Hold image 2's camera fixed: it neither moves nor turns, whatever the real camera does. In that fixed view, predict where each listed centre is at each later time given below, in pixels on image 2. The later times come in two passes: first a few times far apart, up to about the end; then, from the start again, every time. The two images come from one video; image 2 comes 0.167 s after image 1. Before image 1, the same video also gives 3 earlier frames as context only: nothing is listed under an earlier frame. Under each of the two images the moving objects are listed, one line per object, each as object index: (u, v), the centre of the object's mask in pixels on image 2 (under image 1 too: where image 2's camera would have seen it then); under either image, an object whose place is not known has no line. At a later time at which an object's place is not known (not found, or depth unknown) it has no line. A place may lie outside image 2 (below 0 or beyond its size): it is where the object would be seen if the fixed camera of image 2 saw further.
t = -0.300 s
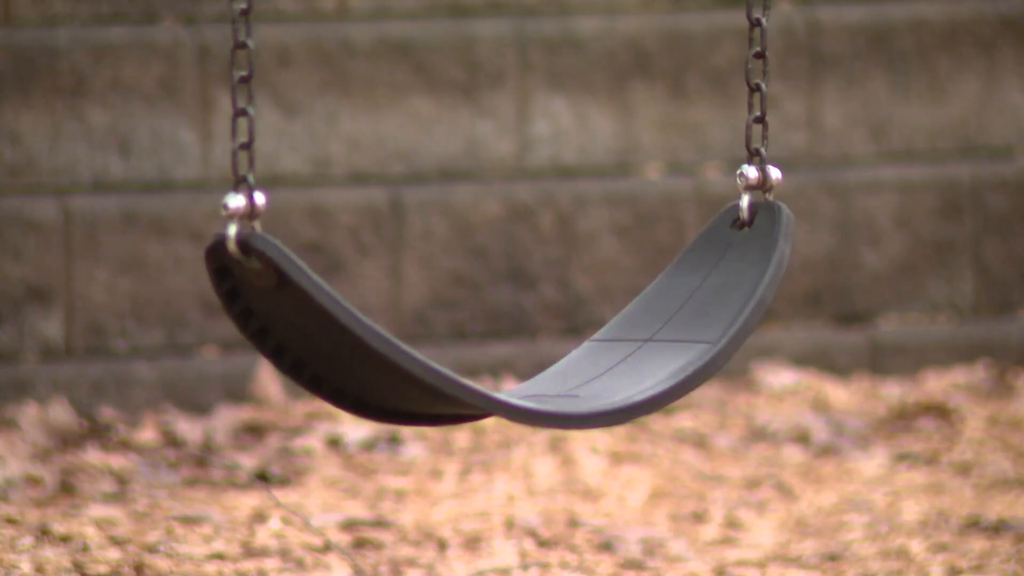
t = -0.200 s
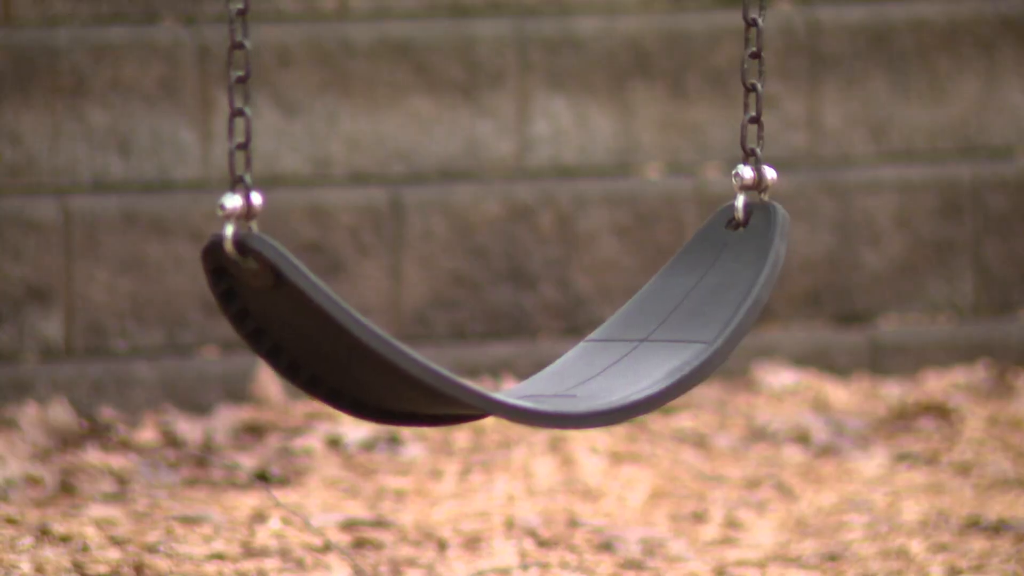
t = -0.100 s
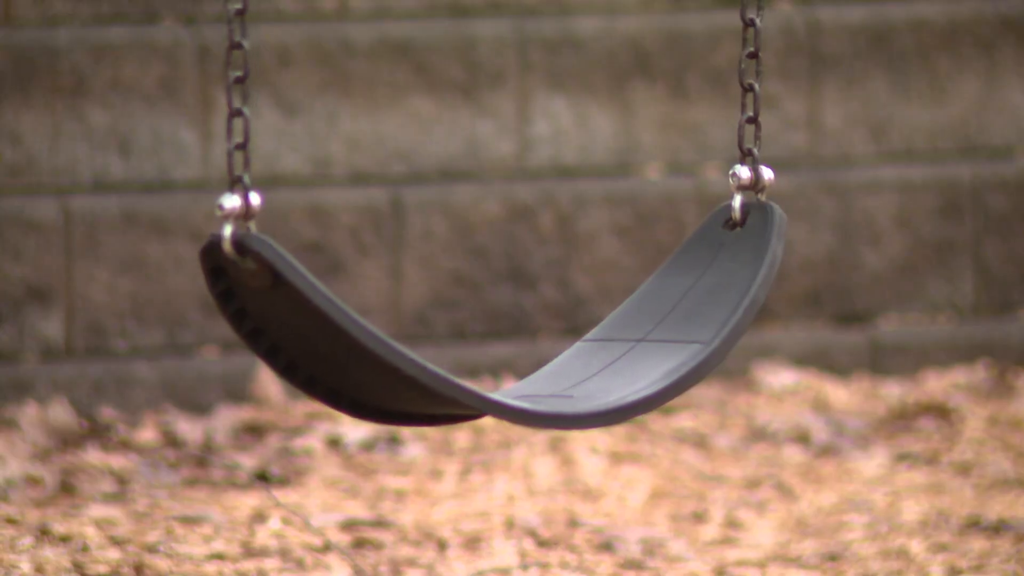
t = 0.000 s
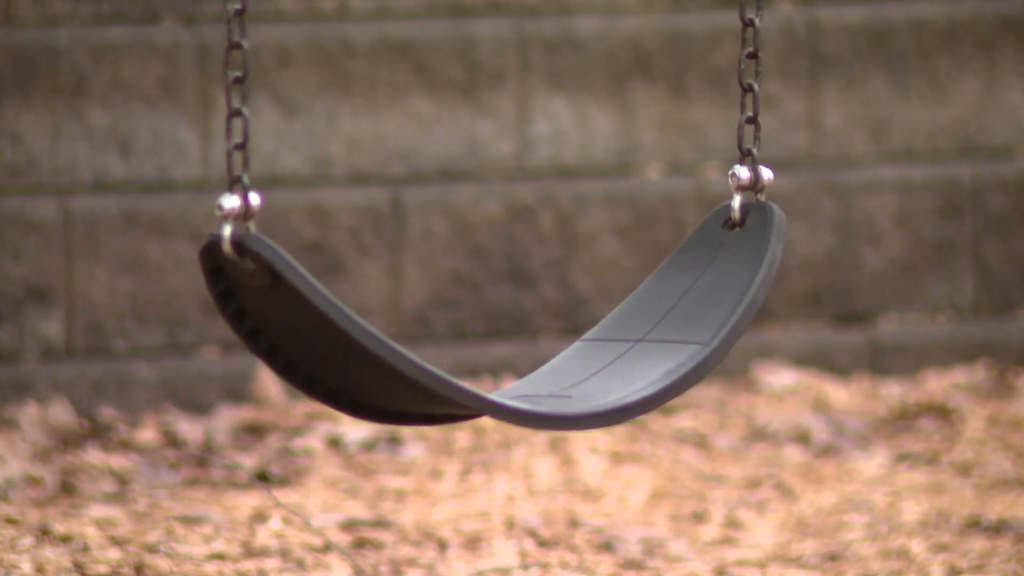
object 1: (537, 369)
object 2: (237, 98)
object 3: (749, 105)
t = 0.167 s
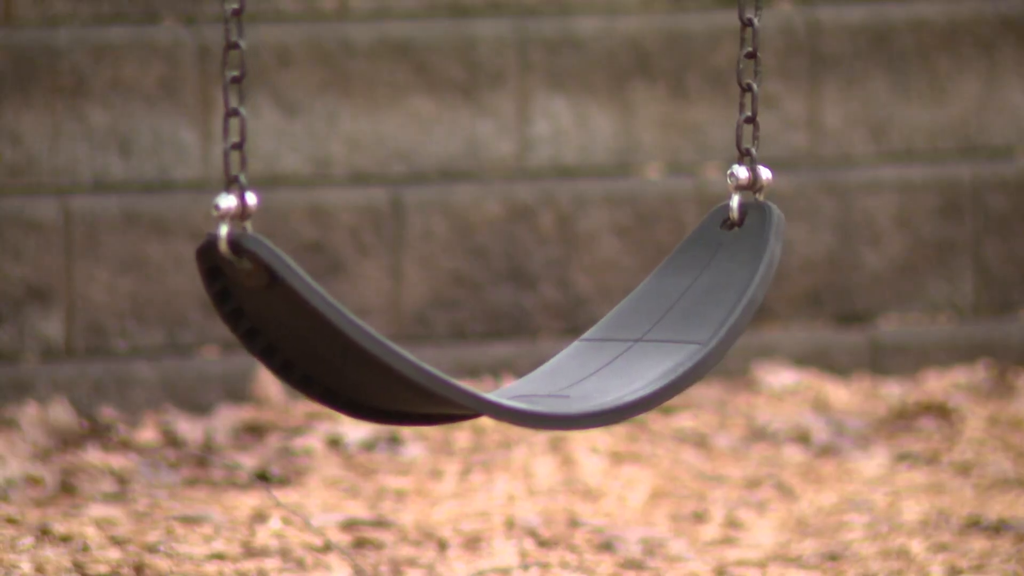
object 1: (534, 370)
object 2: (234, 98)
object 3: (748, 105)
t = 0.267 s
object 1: (529, 374)
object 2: (234, 98)
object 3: (748, 106)
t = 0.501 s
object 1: (535, 374)
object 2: (234, 99)
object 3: (753, 106)
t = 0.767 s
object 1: (542, 373)
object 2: (239, 98)
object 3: (762, 106)
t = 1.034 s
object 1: (552, 371)
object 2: (247, 97)
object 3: (768, 106)
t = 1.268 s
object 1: (556, 370)
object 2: (255, 97)
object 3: (773, 99)
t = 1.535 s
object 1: (557, 370)
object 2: (260, 97)
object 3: (774, 98)
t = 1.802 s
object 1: (557, 370)
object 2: (261, 97)
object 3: (772, 98)
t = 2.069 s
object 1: (556, 369)
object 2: (255, 97)
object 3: (770, 99)
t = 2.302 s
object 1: (549, 372)
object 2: (248, 97)
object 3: (767, 99)
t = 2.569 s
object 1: (545, 374)
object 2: (242, 97)
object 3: (765, 99)
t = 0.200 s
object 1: (530, 373)
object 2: (234, 98)
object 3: (748, 105)
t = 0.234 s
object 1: (533, 371)
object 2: (234, 98)
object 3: (748, 106)
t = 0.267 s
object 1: (529, 374)
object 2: (234, 98)
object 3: (748, 106)
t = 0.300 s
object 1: (534, 372)
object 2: (234, 99)
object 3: (749, 106)
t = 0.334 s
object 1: (529, 374)
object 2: (234, 99)
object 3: (749, 105)
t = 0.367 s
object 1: (534, 373)
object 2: (234, 99)
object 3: (750, 105)
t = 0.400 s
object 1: (533, 374)
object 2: (234, 99)
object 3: (751, 105)
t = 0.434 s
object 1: (528, 377)
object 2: (234, 99)
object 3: (751, 105)
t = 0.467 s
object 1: (529, 377)
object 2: (234, 99)
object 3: (752, 105)
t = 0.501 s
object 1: (535, 374)
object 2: (234, 99)
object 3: (753, 106)
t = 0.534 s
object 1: (535, 375)
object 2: (234, 98)
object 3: (754, 106)
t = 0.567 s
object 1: (536, 375)
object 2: (234, 98)
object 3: (755, 106)
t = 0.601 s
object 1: (534, 376)
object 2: (235, 98)
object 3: (756, 106)
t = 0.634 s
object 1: (541, 373)
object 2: (235, 98)
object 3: (757, 105)
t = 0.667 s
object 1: (542, 372)
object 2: (236, 98)
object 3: (758, 105)
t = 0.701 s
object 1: (542, 372)
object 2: (236, 98)
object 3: (760, 105)
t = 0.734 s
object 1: (542, 372)
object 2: (237, 98)
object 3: (761, 105)
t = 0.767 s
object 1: (542, 373)
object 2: (239, 98)
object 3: (762, 106)
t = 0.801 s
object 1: (547, 370)
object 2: (240, 98)
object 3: (764, 106)
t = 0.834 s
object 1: (547, 370)
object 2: (241, 97)
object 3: (765, 106)
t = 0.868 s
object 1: (544, 373)
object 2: (242, 97)
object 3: (765, 107)
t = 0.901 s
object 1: (544, 373)
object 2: (244, 97)
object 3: (767, 106)
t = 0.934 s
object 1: (544, 374)
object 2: (244, 97)
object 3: (767, 106)
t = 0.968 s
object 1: (552, 370)
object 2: (245, 97)
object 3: (767, 106)
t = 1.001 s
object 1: (554, 369)
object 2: (246, 97)
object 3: (768, 104)
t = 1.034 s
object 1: (552, 371)
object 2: (247, 97)
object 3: (768, 106)
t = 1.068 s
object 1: (551, 372)
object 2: (248, 97)
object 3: (769, 106)
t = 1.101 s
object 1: (552, 372)
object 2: (249, 97)
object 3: (770, 106)
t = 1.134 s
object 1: (555, 370)
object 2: (250, 97)
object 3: (770, 104)
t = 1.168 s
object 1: (556, 370)
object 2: (251, 96)
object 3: (771, 100)
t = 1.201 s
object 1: (556, 370)
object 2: (252, 97)
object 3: (772, 100)
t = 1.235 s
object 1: (557, 369)
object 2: (253, 98)
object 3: (772, 100)
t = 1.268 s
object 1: (556, 370)
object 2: (255, 97)
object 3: (773, 99)
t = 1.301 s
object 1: (557, 370)
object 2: (256, 97)
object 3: (773, 106)
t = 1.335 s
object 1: (557, 371)
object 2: (256, 97)
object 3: (774, 100)
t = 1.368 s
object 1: (557, 370)
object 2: (257, 97)
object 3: (773, 106)
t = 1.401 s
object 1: (559, 369)
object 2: (257, 98)
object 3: (774, 99)
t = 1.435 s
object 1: (558, 370)
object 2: (258, 97)
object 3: (773, 106)
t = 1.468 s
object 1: (557, 370)
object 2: (259, 97)
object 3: (773, 106)
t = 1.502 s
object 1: (557, 370)
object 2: (260, 96)
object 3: (774, 98)
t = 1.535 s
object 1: (557, 370)
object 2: (260, 97)
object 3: (774, 98)
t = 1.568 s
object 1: (557, 369)
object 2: (261, 97)
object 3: (773, 106)
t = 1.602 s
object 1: (556, 370)
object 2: (262, 96)
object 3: (774, 98)
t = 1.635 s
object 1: (557, 369)
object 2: (262, 97)
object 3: (773, 106)
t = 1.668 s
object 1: (556, 369)
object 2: (262, 97)
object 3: (773, 99)
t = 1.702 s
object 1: (557, 369)
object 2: (262, 97)
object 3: (773, 98)
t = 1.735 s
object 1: (558, 369)
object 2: (262, 97)
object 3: (772, 106)
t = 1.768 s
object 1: (557, 369)
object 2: (262, 97)
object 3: (773, 99)
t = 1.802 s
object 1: (557, 370)
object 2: (261, 97)
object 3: (772, 98)
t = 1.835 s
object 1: (556, 370)
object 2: (260, 97)
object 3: (771, 106)
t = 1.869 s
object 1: (557, 370)
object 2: (260, 97)
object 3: (771, 100)
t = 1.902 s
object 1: (557, 370)
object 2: (259, 97)
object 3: (771, 99)
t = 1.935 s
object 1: (557, 370)
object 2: (258, 97)
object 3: (771, 100)
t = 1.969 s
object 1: (558, 370)
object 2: (257, 97)
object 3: (771, 98)
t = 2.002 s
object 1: (558, 370)
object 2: (257, 97)
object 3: (770, 105)
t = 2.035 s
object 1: (557, 370)
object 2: (256, 97)
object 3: (770, 100)
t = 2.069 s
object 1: (556, 369)
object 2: (255, 97)
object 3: (770, 99)
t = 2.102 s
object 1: (556, 369)
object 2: (254, 97)
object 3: (770, 105)
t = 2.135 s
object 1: (556, 369)
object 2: (253, 97)
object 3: (770, 98)
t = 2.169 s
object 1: (555, 369)
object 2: (252, 97)
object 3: (769, 105)
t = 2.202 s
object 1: (555, 369)
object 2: (251, 97)
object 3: (769, 98)
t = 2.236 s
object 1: (553, 370)
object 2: (250, 97)
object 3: (768, 105)
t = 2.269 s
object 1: (552, 371)
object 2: (250, 97)
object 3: (768, 105)
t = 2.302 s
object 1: (549, 372)
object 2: (248, 97)
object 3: (767, 99)
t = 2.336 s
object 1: (547, 374)
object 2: (247, 97)
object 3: (766, 106)
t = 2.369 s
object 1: (544, 375)
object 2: (246, 97)
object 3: (766, 106)
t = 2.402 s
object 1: (544, 375)
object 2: (246, 97)
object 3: (765, 106)
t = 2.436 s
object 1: (545, 374)
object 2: (245, 97)
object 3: (766, 99)
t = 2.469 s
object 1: (545, 374)
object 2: (244, 97)
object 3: (766, 99)
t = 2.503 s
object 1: (546, 373)
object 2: (243, 97)
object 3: (765, 98)
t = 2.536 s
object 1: (544, 374)
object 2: (242, 97)
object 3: (764, 107)
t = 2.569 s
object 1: (545, 374)
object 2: (242, 97)
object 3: (765, 99)
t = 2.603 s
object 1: (546, 373)
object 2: (241, 97)
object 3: (764, 99)
